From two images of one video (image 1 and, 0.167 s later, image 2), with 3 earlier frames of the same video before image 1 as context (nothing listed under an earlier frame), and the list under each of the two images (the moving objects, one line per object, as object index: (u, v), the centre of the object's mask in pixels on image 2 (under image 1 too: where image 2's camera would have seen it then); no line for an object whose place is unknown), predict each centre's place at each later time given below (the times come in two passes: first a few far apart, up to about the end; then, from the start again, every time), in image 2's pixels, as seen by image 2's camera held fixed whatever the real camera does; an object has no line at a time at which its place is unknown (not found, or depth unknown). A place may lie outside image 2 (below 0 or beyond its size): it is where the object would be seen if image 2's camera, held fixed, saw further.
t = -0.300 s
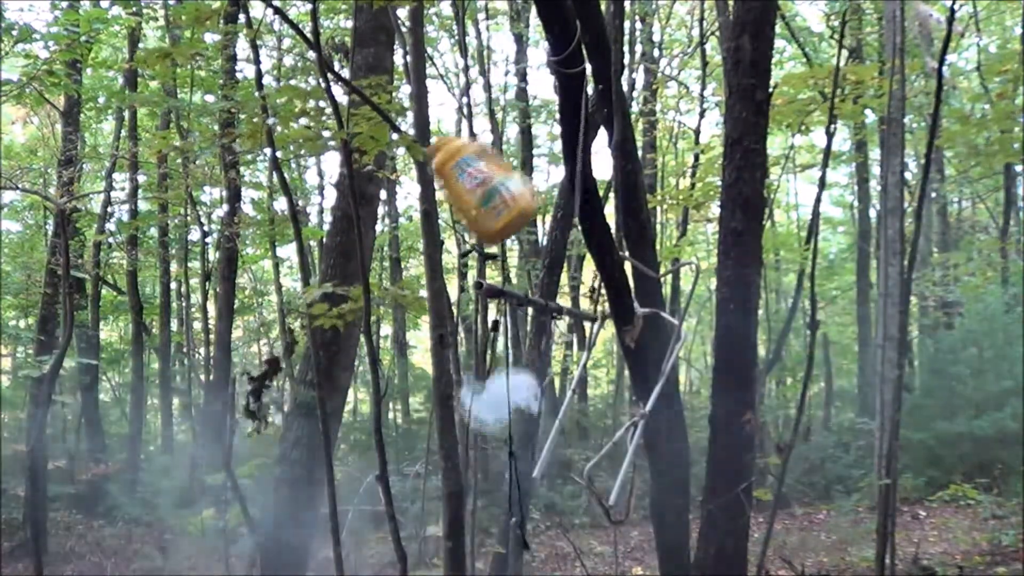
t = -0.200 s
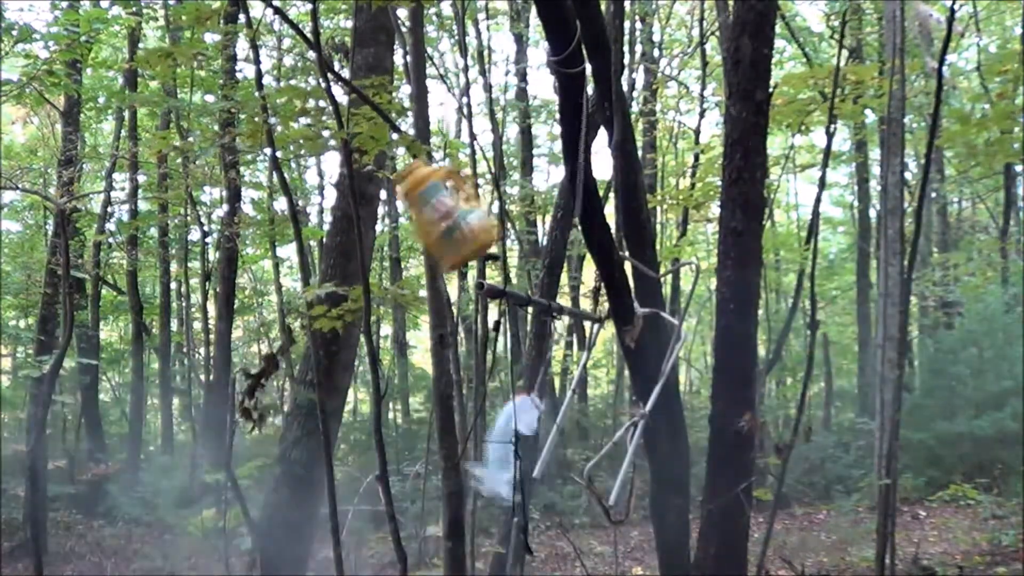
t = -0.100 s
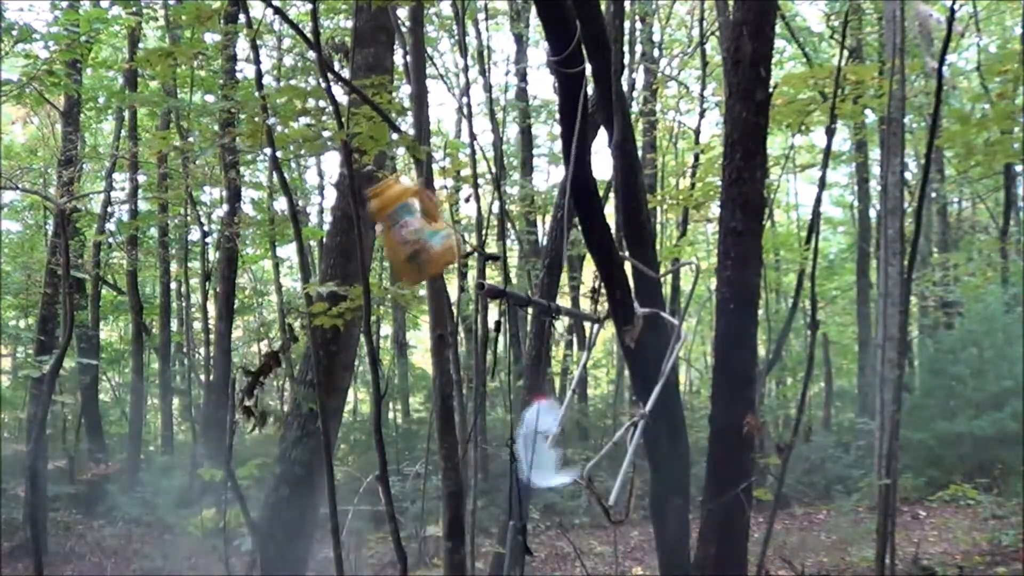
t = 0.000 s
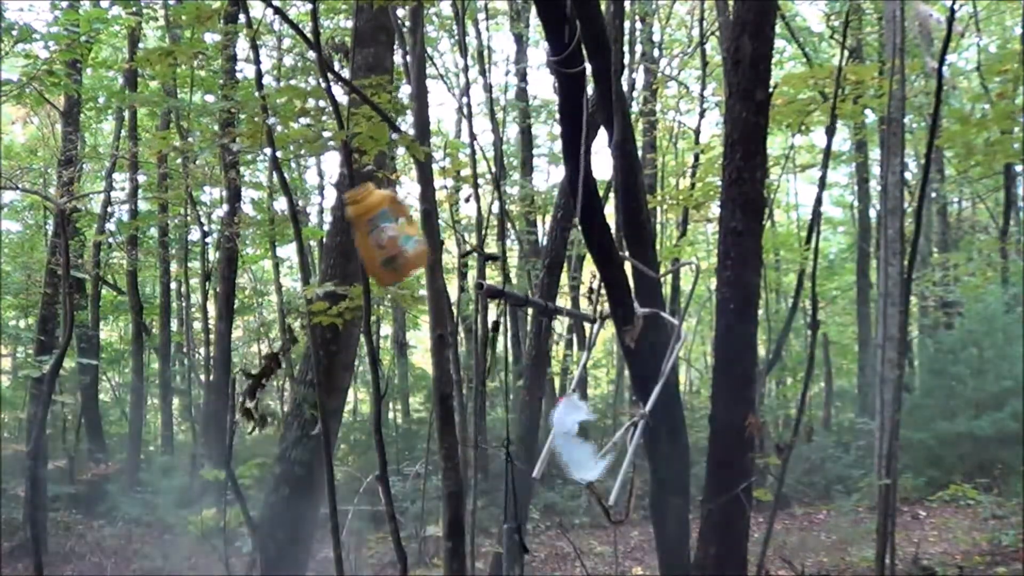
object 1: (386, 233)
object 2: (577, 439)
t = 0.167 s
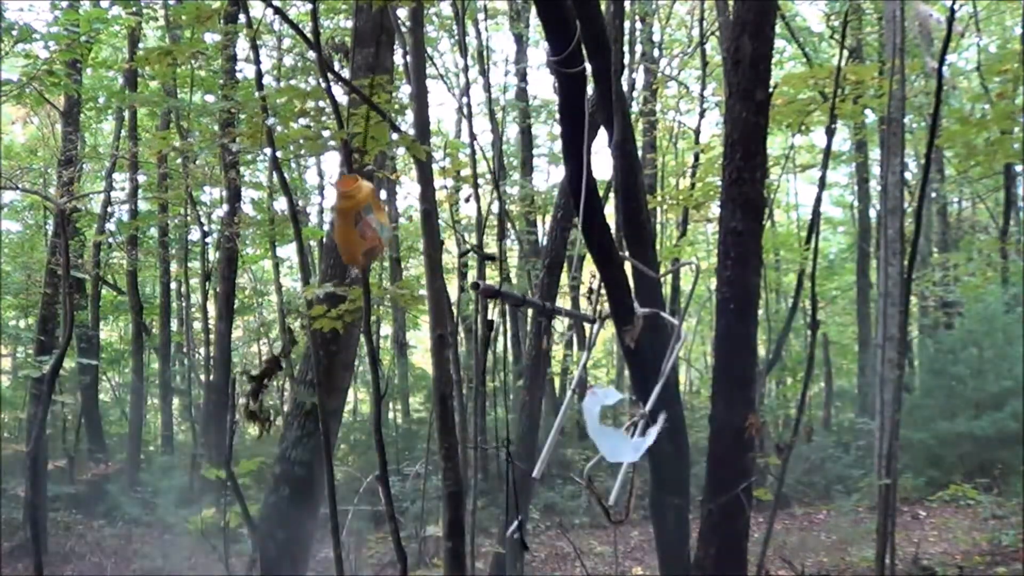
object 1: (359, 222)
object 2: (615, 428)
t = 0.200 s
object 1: (358, 218)
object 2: (616, 425)
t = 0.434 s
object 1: (361, 197)
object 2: (589, 440)
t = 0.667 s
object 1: (389, 201)
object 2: (536, 440)
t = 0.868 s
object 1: (426, 225)
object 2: (525, 437)
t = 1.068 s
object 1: (469, 237)
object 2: (541, 441)
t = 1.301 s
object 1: (504, 214)
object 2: (575, 442)
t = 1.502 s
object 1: (504, 183)
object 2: (587, 441)
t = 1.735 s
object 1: (460, 182)
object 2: (565, 446)
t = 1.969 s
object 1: (406, 214)
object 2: (542, 440)
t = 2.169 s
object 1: (379, 232)
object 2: (544, 439)
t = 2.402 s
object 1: (376, 226)
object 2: (567, 441)
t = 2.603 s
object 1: (393, 214)
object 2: (576, 442)
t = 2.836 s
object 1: (426, 218)
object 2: (563, 444)
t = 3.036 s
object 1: (453, 232)
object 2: (544, 444)
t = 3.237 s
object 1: (479, 238)
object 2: (537, 443)
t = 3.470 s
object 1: (480, 228)
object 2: (541, 441)
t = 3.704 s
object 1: (450, 206)
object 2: (556, 445)
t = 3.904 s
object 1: (413, 200)
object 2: (570, 445)
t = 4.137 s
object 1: (378, 217)
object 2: (570, 446)
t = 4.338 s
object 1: (372, 232)
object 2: (566, 445)
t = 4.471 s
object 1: (385, 235)
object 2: (565, 446)
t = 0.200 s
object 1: (358, 218)
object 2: (616, 425)
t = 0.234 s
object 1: (354, 214)
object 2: (613, 426)
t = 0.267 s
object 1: (353, 211)
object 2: (612, 427)
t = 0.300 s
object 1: (355, 208)
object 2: (612, 430)
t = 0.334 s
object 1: (354, 205)
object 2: (607, 432)
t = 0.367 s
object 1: (357, 201)
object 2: (603, 434)
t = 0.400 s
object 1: (356, 199)
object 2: (596, 437)
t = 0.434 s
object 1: (361, 197)
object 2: (589, 440)
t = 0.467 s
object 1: (362, 195)
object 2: (582, 441)
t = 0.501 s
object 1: (365, 195)
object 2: (575, 443)
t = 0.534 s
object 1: (368, 195)
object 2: (567, 442)
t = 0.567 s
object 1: (374, 195)
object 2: (557, 441)
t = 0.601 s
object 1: (380, 196)
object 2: (551, 442)
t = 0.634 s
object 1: (385, 198)
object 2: (544, 441)
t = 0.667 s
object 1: (389, 201)
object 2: (536, 440)
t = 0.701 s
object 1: (394, 203)
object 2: (533, 439)
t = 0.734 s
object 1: (401, 207)
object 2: (530, 437)
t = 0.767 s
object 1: (408, 211)
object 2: (530, 437)
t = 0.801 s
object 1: (416, 216)
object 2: (528, 437)
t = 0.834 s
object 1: (421, 221)
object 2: (527, 437)
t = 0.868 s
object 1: (426, 225)
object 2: (525, 437)
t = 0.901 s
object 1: (436, 226)
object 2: (528, 438)
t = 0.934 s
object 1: (443, 229)
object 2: (529, 438)
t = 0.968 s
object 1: (449, 231)
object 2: (532, 439)
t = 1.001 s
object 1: (456, 235)
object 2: (534, 440)
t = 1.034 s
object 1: (462, 235)
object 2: (537, 440)
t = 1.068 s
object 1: (469, 237)
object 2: (541, 441)
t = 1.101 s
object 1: (478, 236)
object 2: (548, 442)
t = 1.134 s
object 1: (484, 234)
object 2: (553, 442)
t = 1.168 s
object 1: (492, 231)
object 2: (559, 442)
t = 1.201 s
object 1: (494, 228)
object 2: (561, 443)
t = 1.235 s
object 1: (500, 224)
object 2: (568, 442)
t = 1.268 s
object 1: (501, 220)
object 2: (571, 443)
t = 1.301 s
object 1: (504, 214)
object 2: (575, 442)
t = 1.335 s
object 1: (508, 209)
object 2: (580, 443)
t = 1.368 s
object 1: (509, 202)
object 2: (584, 442)
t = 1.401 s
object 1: (507, 197)
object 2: (583, 442)
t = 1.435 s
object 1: (506, 193)
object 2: (584, 442)
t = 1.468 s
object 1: (506, 188)
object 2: (587, 441)
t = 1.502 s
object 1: (504, 183)
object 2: (587, 441)
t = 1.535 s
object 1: (500, 179)
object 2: (586, 442)
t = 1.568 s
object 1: (494, 176)
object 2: (582, 442)
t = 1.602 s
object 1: (490, 175)
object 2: (582, 443)
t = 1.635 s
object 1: (482, 175)
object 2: (577, 443)
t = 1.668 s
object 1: (477, 176)
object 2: (575, 444)
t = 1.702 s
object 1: (467, 177)
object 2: (569, 444)
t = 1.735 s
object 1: (460, 182)
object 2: (565, 446)
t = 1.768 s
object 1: (451, 184)
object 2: (561, 445)
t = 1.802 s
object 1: (441, 188)
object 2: (555, 446)
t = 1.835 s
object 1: (433, 194)
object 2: (551, 445)
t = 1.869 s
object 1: (427, 199)
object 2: (549, 443)
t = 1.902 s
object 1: (418, 203)
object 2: (546, 443)
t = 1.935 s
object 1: (412, 209)
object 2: (544, 441)
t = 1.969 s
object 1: (406, 214)
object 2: (542, 440)
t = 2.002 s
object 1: (399, 219)
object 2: (540, 439)
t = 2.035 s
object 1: (393, 224)
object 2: (539, 439)
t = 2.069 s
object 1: (389, 226)
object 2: (540, 439)
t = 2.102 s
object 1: (385, 228)
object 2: (541, 438)
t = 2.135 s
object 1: (382, 231)
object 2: (542, 438)
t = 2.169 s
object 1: (379, 232)
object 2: (544, 439)
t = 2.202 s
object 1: (375, 233)
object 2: (545, 439)
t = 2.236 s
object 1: (376, 233)
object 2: (549, 440)
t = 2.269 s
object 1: (374, 233)
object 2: (552, 441)
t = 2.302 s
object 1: (375, 232)
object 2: (556, 441)
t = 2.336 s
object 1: (372, 229)
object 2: (558, 440)
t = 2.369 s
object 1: (373, 228)
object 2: (561, 441)
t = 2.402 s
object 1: (376, 226)
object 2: (567, 441)
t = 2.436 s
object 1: (377, 224)
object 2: (568, 442)
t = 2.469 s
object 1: (381, 221)
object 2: (573, 441)
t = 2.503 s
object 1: (382, 219)
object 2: (572, 442)
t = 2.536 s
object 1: (387, 217)
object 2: (576, 442)
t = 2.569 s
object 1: (389, 215)
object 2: (575, 442)
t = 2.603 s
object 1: (393, 214)
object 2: (576, 442)
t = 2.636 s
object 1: (398, 213)
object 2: (576, 443)
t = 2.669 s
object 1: (405, 212)
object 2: (578, 442)
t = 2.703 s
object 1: (409, 213)
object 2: (577, 443)
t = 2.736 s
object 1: (415, 213)
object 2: (575, 443)
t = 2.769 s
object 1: (419, 214)
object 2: (573, 444)
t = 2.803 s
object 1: (421, 216)
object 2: (567, 445)
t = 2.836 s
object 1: (426, 218)
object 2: (563, 444)
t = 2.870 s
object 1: (430, 220)
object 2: (560, 445)
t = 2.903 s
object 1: (435, 223)
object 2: (556, 445)
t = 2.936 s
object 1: (441, 224)
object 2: (555, 444)
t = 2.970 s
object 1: (446, 228)
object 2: (552, 443)
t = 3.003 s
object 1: (449, 231)
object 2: (546, 444)
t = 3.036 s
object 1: (453, 232)
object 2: (544, 444)
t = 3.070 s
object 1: (458, 234)
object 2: (541, 444)
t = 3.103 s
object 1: (463, 235)
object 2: (539, 445)
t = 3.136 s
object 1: (469, 236)
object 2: (540, 445)
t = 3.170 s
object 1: (473, 237)
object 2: (538, 445)
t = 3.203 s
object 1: (476, 239)
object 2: (538, 445)
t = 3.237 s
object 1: (479, 238)
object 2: (537, 443)
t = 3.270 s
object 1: (480, 240)
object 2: (535, 443)
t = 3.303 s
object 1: (482, 238)
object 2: (535, 442)
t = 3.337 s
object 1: (483, 239)
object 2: (535, 443)
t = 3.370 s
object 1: (483, 237)
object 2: (536, 442)
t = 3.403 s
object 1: (483, 234)
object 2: (538, 442)
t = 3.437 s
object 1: (482, 232)
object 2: (539, 441)
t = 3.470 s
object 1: (480, 228)
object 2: (541, 441)
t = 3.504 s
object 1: (477, 226)
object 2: (542, 443)
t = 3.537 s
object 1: (475, 221)
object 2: (545, 442)
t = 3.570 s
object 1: (470, 218)
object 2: (548, 443)
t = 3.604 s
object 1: (466, 214)
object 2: (550, 442)
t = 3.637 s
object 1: (462, 212)
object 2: (553, 443)
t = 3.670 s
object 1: (455, 209)
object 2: (554, 445)
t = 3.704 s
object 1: (450, 206)
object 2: (556, 445)
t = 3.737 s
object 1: (444, 202)
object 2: (559, 444)
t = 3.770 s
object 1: (439, 200)
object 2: (563, 445)
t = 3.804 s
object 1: (431, 200)
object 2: (564, 445)
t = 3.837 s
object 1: (427, 200)
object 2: (567, 446)
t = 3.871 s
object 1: (420, 199)
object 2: (569, 445)
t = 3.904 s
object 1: (413, 200)
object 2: (570, 445)
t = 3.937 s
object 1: (408, 202)
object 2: (571, 446)
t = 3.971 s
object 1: (401, 202)
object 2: (571, 445)
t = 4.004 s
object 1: (396, 204)
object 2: (571, 445)
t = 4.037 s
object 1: (391, 205)
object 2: (572, 444)
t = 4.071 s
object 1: (387, 210)
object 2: (572, 444)
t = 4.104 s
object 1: (382, 213)
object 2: (572, 444)
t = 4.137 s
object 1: (378, 217)
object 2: (570, 446)
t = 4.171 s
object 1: (376, 219)
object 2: (570, 445)
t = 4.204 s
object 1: (373, 224)
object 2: (568, 446)
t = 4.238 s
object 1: (372, 226)
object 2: (568, 446)
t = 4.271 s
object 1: (372, 229)
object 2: (568, 446)
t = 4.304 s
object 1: (371, 231)
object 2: (566, 446)
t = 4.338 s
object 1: (372, 232)
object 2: (566, 445)
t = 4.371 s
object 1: (373, 234)
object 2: (565, 446)
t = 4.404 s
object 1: (377, 236)
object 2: (565, 447)
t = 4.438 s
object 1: (381, 236)
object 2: (565, 447)
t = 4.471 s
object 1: (385, 235)
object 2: (565, 446)
